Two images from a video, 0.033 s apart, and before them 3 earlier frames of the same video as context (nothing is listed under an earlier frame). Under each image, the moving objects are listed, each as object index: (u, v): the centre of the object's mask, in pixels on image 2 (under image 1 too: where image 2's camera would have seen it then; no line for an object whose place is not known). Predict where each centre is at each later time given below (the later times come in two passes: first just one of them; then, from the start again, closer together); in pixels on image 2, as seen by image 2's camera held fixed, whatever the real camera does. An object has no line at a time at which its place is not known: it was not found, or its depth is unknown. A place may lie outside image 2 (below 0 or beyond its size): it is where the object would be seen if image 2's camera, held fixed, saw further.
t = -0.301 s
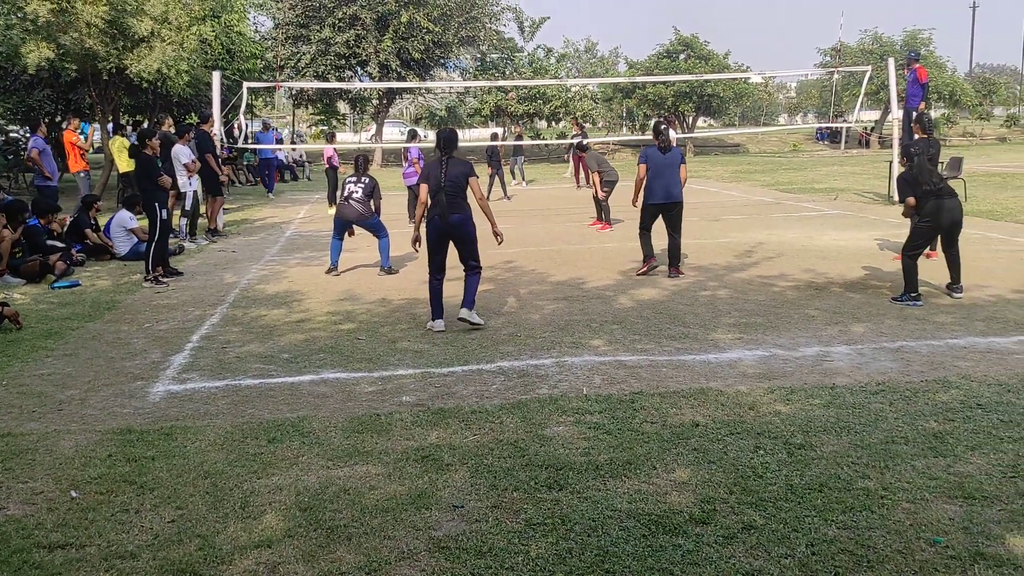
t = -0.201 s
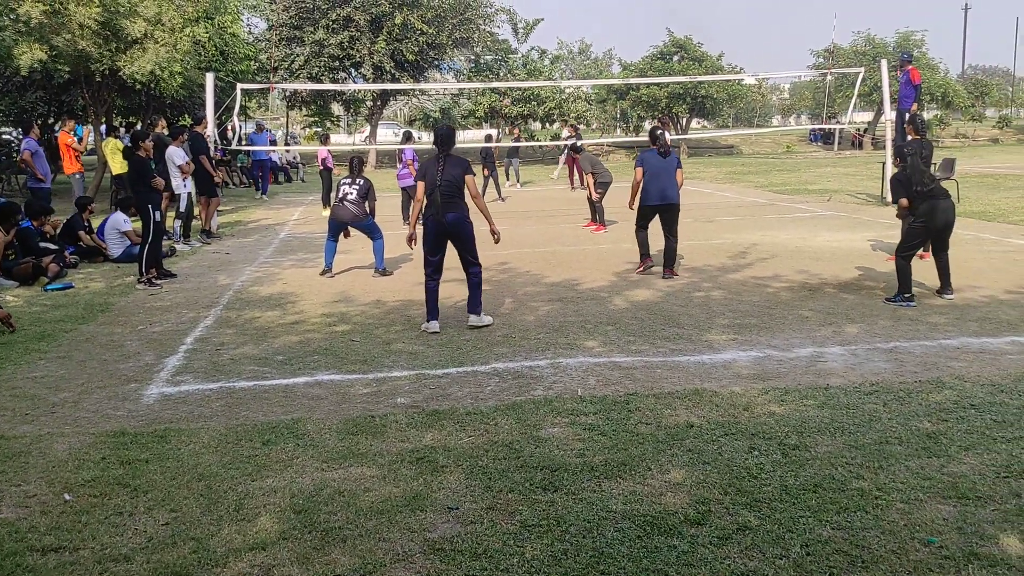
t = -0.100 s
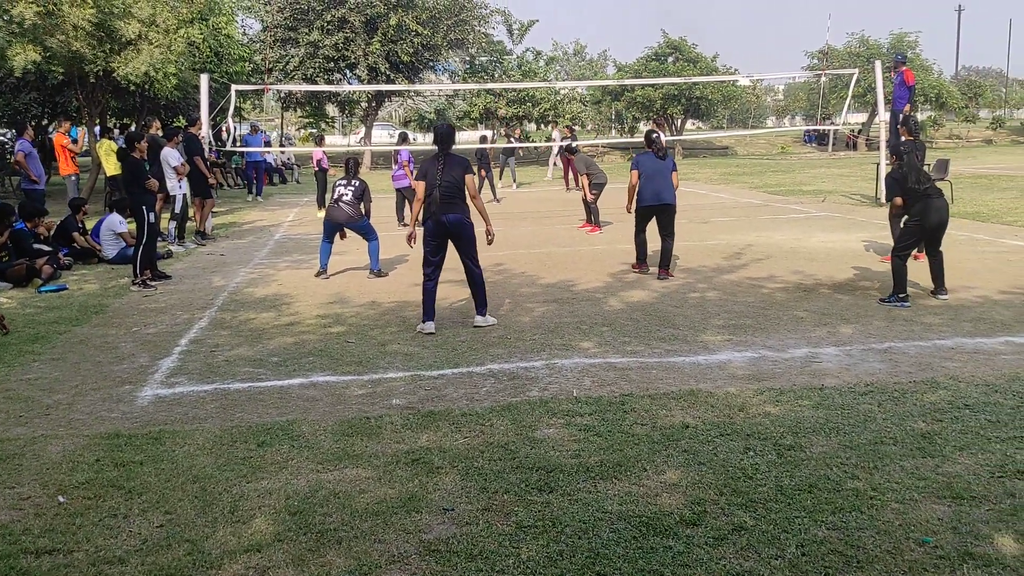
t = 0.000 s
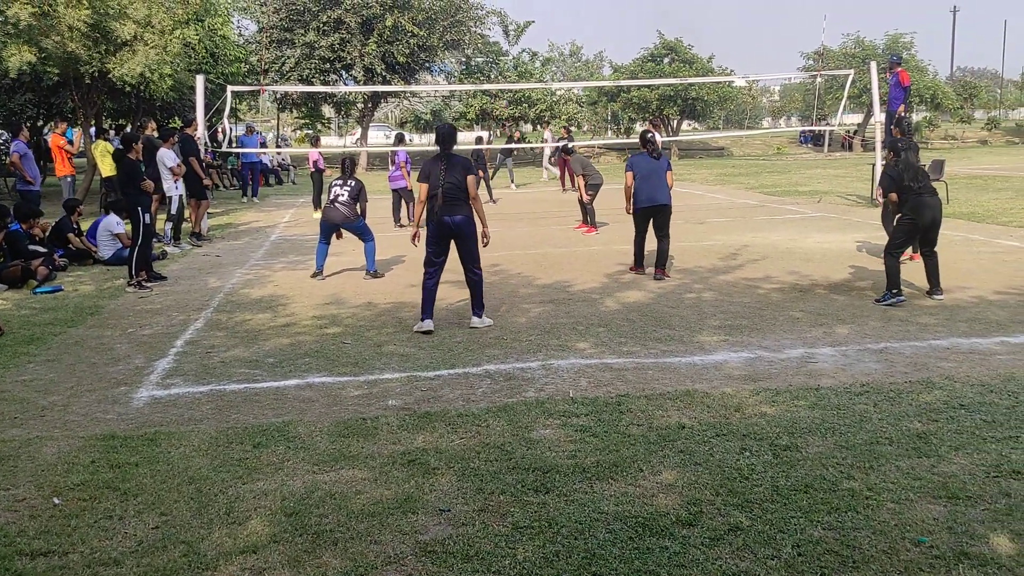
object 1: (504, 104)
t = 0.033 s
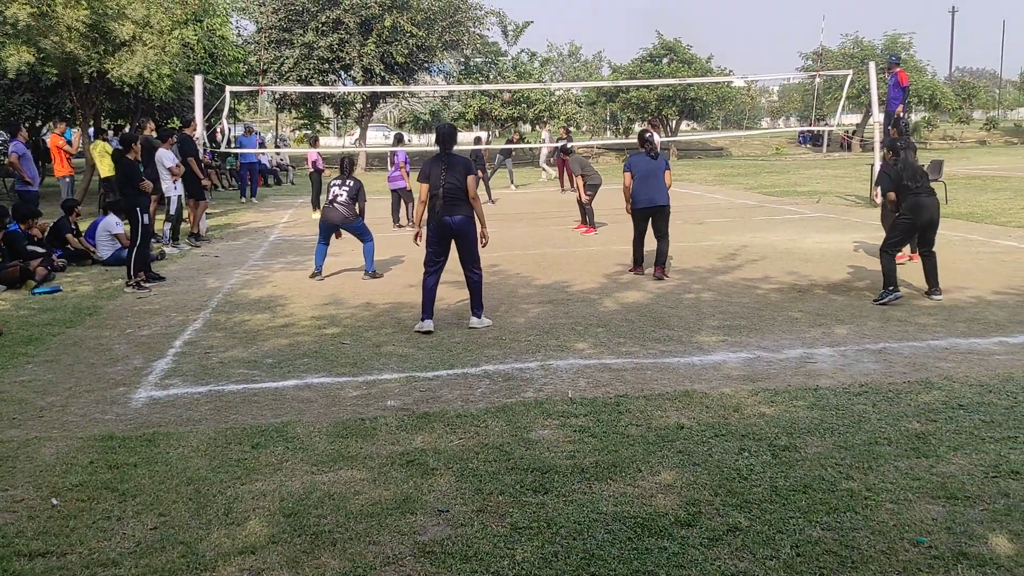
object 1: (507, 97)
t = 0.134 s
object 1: (518, 75)
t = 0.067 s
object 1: (509, 91)
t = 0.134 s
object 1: (518, 75)
